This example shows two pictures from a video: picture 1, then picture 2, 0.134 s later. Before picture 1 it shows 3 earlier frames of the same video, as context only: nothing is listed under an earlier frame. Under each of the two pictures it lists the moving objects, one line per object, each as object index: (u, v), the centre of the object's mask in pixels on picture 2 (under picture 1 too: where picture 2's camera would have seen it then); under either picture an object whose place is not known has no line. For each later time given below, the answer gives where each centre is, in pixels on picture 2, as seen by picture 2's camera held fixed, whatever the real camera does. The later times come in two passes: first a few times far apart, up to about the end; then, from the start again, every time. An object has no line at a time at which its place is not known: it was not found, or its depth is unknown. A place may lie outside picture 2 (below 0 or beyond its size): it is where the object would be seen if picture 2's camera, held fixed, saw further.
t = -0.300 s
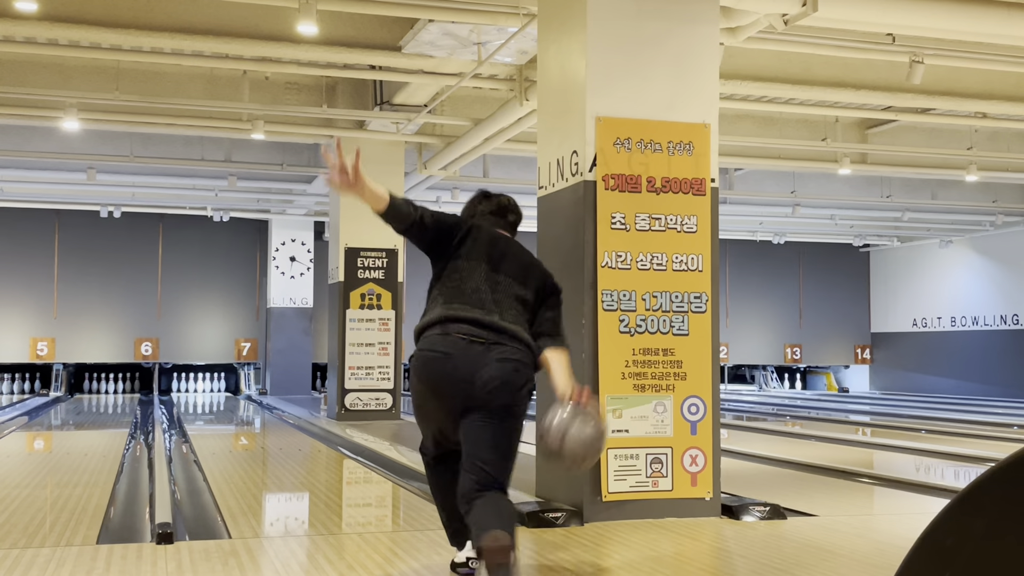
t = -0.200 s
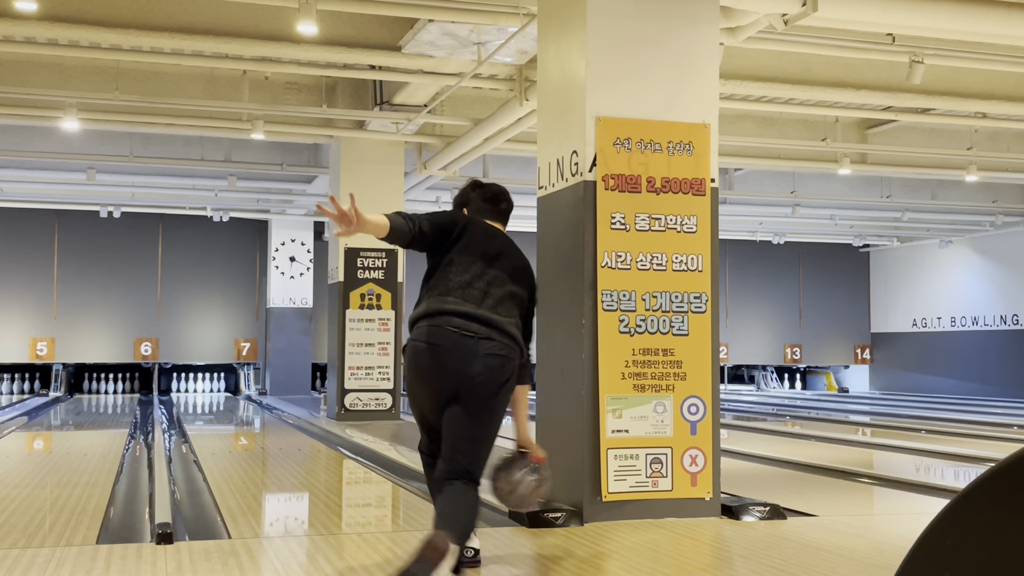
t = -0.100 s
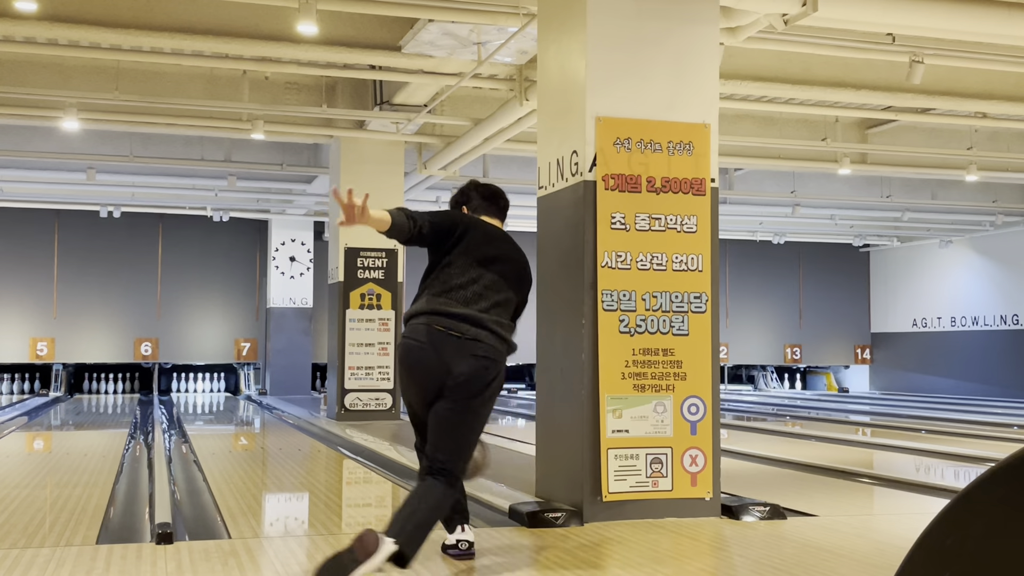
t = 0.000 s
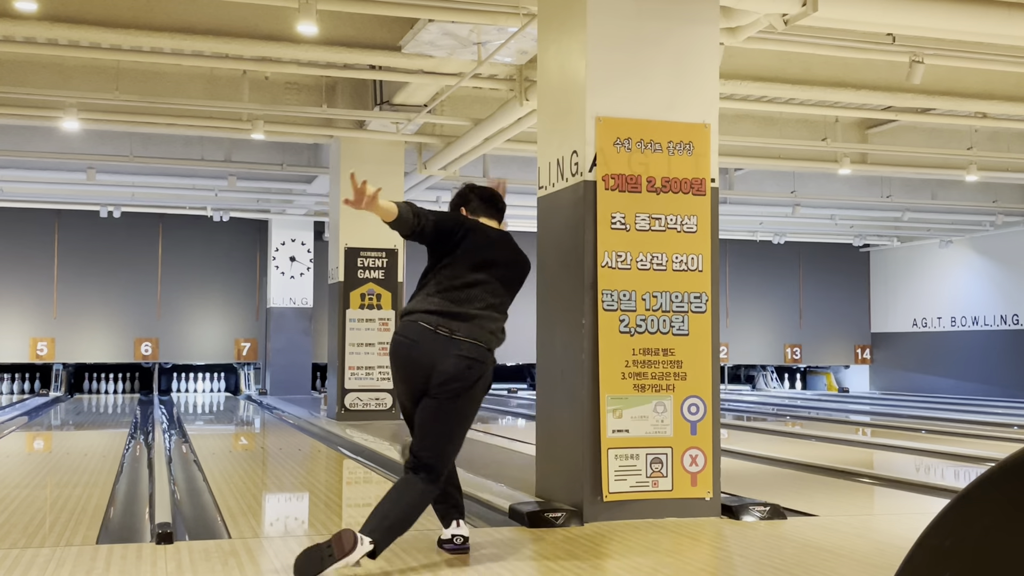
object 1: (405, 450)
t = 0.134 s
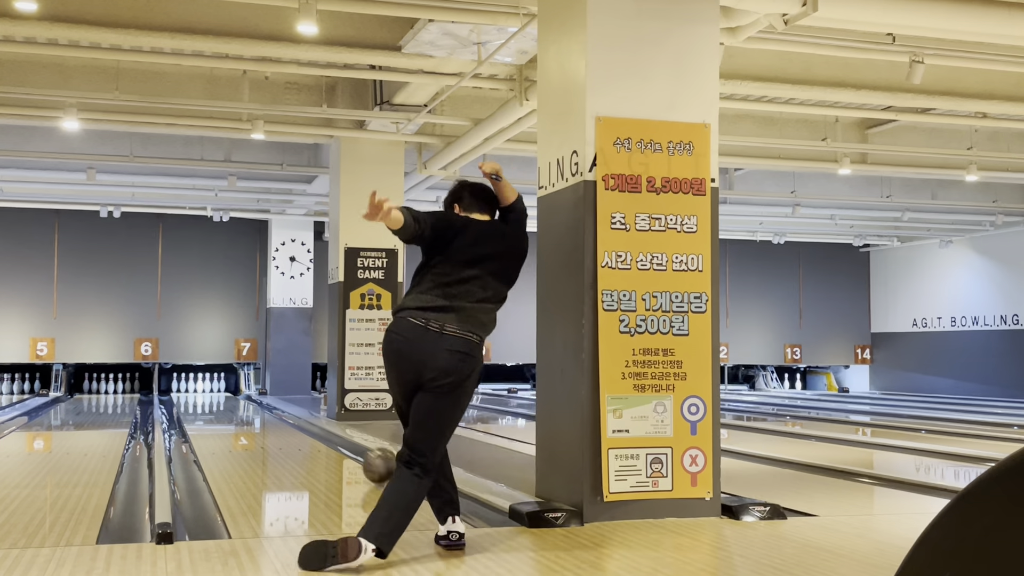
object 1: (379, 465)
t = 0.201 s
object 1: (364, 457)
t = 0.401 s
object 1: (328, 440)
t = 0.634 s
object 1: (298, 425)
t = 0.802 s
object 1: (282, 417)
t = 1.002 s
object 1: (267, 410)
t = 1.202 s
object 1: (254, 404)
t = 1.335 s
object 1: (245, 401)
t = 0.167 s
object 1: (372, 460)
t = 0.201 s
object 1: (364, 457)
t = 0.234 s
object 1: (358, 454)
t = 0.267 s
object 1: (351, 451)
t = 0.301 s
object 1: (345, 448)
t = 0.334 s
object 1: (339, 445)
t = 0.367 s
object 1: (333, 442)
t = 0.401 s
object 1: (328, 440)
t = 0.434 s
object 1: (324, 437)
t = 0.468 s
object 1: (319, 435)
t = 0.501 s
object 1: (314, 433)
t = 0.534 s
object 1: (310, 431)
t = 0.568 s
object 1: (306, 429)
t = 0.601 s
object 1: (302, 427)
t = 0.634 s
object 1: (298, 425)
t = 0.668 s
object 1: (295, 423)
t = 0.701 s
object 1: (291, 422)
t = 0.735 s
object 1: (288, 420)
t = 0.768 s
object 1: (285, 419)
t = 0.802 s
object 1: (282, 417)
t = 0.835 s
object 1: (279, 416)
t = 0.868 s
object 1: (277, 415)
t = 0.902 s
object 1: (274, 414)
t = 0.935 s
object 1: (272, 412)
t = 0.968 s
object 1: (269, 411)
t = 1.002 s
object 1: (267, 410)
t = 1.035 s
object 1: (264, 409)
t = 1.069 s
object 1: (262, 408)
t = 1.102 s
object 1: (259, 407)
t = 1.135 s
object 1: (257, 406)
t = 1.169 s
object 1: (256, 406)
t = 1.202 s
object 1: (254, 404)
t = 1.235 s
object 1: (249, 403)
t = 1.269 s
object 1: (248, 402)
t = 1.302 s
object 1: (246, 402)
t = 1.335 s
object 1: (245, 401)
